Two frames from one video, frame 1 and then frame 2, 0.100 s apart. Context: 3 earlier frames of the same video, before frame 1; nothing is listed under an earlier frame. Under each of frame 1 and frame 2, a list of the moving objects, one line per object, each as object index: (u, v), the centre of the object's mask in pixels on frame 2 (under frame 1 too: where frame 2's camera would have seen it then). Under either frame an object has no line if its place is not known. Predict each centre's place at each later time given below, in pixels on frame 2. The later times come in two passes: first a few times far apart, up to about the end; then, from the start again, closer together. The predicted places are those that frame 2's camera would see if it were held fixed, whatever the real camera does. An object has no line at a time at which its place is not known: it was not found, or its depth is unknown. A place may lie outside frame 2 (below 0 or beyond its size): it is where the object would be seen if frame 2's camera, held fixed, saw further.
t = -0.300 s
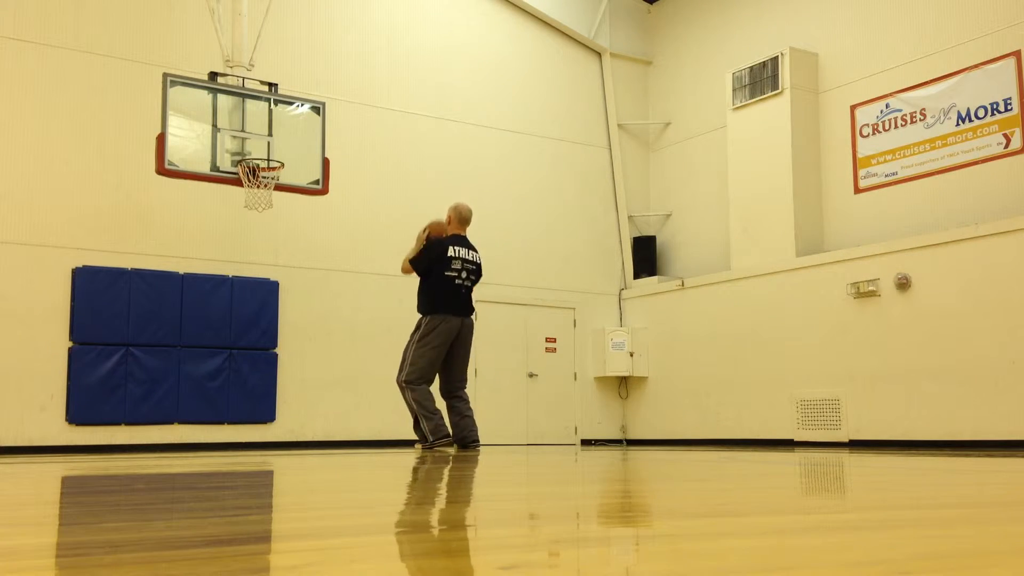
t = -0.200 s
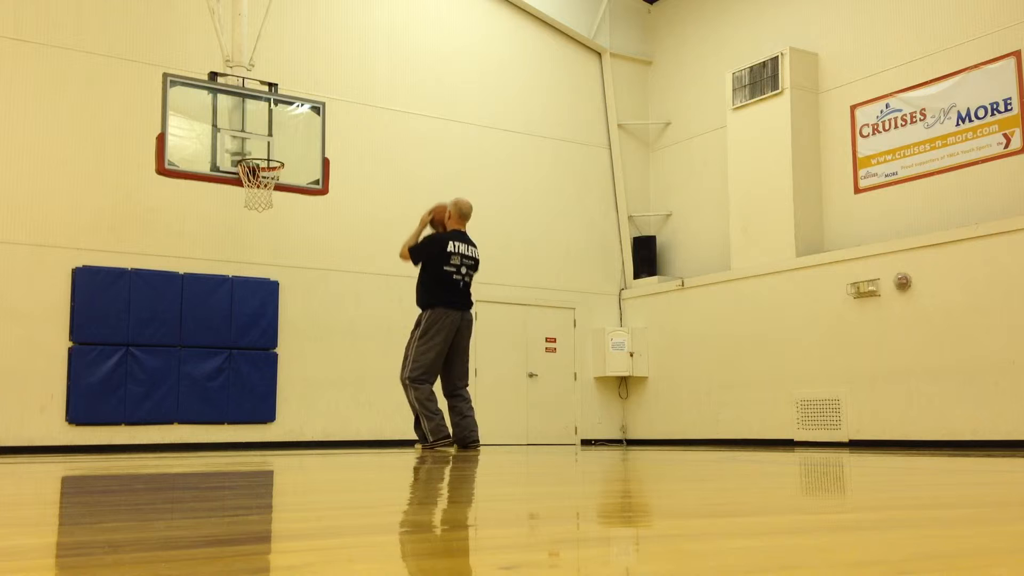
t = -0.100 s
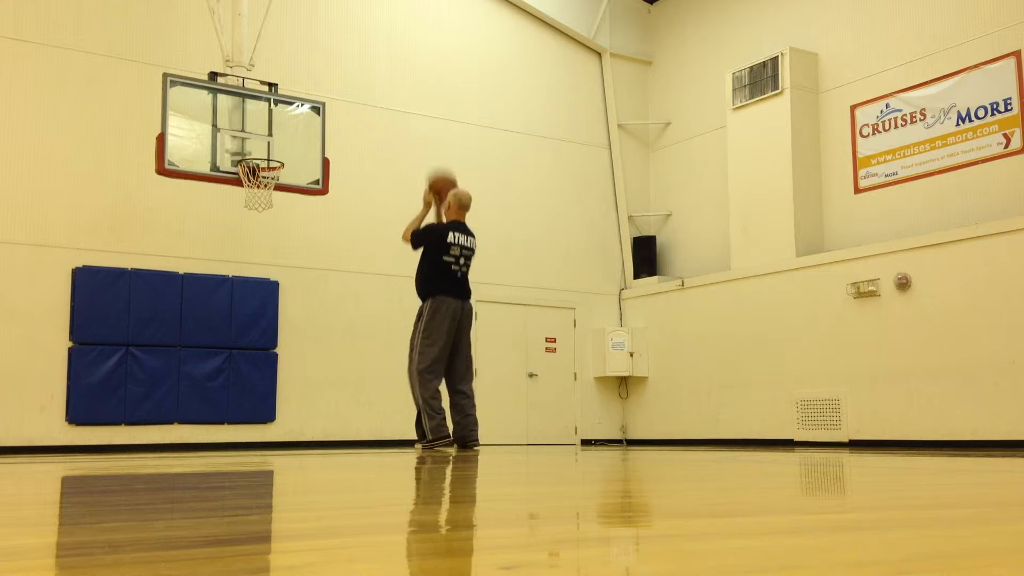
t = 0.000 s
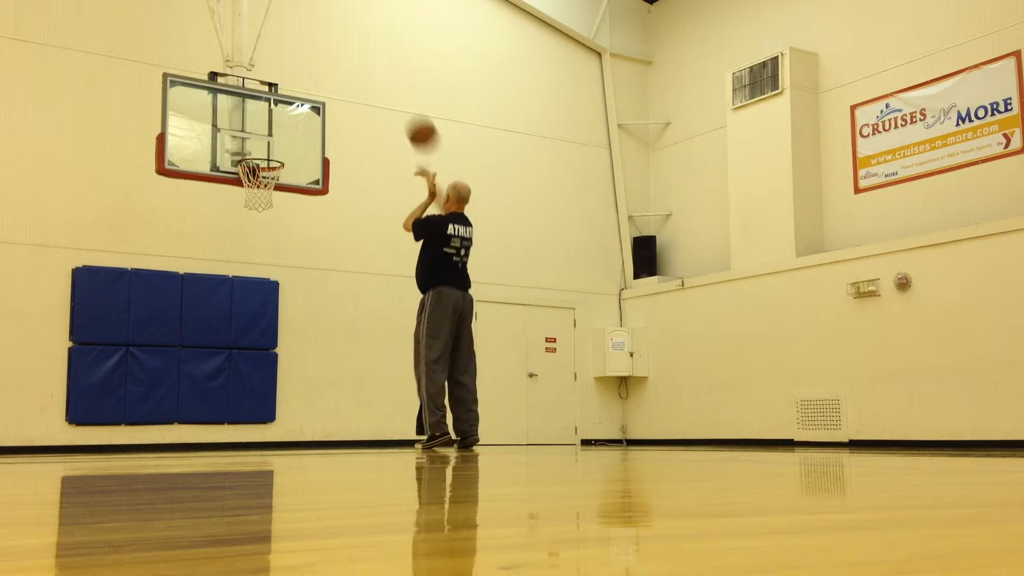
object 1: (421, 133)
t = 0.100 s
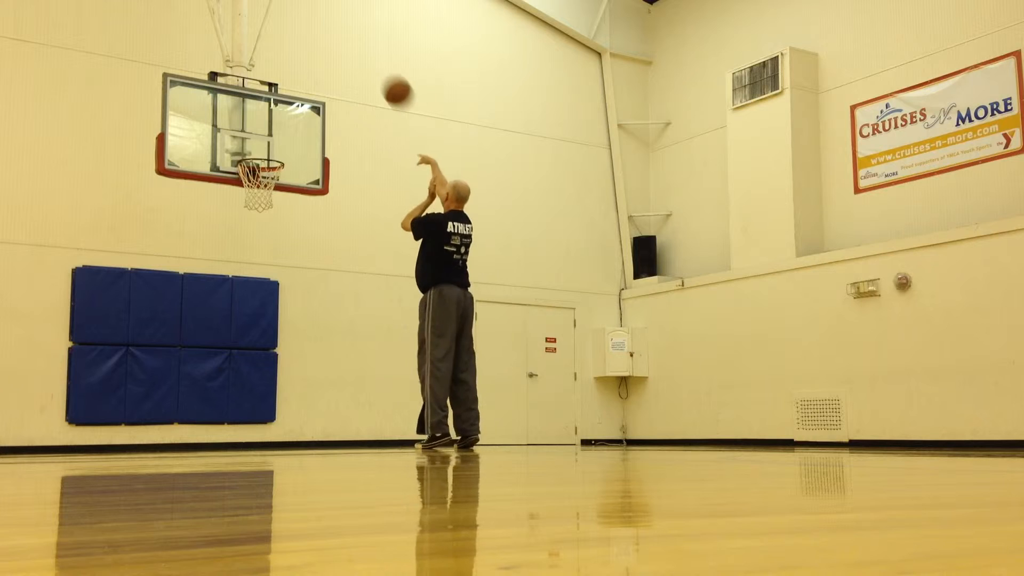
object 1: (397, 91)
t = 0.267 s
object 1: (360, 53)
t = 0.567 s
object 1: (305, 59)
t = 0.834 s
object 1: (265, 132)
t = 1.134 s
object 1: (252, 201)
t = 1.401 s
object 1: (261, 264)
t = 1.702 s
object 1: (267, 416)
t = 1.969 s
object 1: (281, 347)
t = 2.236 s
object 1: (294, 301)
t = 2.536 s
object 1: (307, 325)
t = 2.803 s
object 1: (316, 419)
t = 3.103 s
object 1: (326, 363)
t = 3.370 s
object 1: (334, 355)
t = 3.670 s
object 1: (342, 429)
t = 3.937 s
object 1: (350, 385)
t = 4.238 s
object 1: (357, 404)
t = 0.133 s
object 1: (389, 81)
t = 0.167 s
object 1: (382, 72)
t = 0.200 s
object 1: (375, 64)
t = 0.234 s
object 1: (367, 57)
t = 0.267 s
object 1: (360, 53)
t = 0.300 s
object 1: (354, 49)
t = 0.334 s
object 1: (347, 46)
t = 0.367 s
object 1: (340, 45)
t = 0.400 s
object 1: (334, 45)
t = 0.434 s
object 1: (328, 46)
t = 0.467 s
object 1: (322, 48)
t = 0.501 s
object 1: (317, 50)
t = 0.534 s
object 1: (311, 54)
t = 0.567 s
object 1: (305, 59)
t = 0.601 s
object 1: (300, 65)
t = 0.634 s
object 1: (295, 72)
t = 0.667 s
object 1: (290, 80)
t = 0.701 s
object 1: (285, 88)
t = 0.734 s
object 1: (280, 99)
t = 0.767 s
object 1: (275, 109)
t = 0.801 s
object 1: (270, 120)
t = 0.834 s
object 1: (265, 132)
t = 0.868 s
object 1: (261, 144)
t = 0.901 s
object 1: (255, 158)
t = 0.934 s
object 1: (250, 173)
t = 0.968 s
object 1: (247, 179)
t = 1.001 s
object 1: (247, 185)
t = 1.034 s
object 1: (249, 197)
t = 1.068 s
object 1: (249, 196)
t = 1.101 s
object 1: (250, 198)
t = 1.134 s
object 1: (252, 201)
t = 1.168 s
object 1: (253, 205)
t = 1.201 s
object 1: (254, 211)
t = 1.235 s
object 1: (255, 217)
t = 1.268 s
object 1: (257, 225)
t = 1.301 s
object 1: (258, 233)
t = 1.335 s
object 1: (259, 243)
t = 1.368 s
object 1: (260, 253)
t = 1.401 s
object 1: (261, 264)
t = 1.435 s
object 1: (262, 279)
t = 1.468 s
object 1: (263, 292)
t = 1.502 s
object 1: (264, 306)
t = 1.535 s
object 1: (265, 323)
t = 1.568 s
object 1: (266, 339)
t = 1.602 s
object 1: (267, 358)
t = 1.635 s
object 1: (267, 376)
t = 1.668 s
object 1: (267, 398)
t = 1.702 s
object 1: (267, 416)
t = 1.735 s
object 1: (269, 436)
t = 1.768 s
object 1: (270, 420)
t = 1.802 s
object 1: (272, 408)
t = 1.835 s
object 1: (274, 394)
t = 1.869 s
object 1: (275, 381)
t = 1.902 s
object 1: (277, 369)
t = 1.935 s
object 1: (279, 357)
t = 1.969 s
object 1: (281, 347)
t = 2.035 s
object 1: (285, 330)
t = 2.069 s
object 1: (286, 323)
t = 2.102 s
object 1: (288, 316)
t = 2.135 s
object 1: (289, 311)
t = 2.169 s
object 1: (291, 307)
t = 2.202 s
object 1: (293, 303)
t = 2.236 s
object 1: (294, 301)
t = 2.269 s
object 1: (296, 300)
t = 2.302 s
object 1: (297, 300)
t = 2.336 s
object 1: (298, 300)
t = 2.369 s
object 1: (300, 302)
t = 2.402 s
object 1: (301, 305)
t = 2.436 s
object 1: (302, 308)
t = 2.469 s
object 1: (304, 313)
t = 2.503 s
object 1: (305, 318)
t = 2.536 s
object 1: (307, 325)
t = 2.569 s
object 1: (308, 333)
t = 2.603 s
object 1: (309, 342)
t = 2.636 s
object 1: (310, 353)
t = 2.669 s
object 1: (311, 364)
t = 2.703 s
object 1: (313, 376)
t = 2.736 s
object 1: (314, 389)
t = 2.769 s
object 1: (315, 404)
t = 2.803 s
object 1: (316, 419)
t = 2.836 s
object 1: (317, 435)
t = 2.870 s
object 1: (318, 424)
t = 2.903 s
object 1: (319, 412)
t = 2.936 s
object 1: (321, 401)
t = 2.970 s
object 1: (322, 392)
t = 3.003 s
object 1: (323, 383)
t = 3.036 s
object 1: (324, 376)
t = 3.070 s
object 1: (325, 369)
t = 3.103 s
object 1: (326, 363)
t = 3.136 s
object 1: (327, 358)
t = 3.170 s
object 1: (328, 355)
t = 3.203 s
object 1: (329, 352)
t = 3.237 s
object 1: (330, 351)
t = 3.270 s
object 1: (332, 350)
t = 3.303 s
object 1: (333, 351)
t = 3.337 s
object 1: (333, 352)
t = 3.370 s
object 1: (334, 355)
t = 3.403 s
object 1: (335, 359)
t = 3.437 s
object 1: (336, 363)
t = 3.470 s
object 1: (337, 369)
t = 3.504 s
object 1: (338, 377)
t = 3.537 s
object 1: (339, 385)
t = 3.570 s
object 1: (340, 394)
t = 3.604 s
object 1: (340, 405)
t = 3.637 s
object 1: (341, 417)
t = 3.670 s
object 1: (342, 429)
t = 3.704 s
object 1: (343, 430)
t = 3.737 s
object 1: (344, 421)
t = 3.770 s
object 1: (345, 412)
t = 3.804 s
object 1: (346, 404)
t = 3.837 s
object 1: (347, 398)
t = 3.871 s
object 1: (348, 392)
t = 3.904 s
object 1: (349, 388)
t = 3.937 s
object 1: (350, 385)
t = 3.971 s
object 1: (351, 382)
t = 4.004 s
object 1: (352, 381)
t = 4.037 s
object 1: (352, 381)
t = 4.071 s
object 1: (353, 382)
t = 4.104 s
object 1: (354, 384)
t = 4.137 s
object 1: (355, 387)
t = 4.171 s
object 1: (356, 391)
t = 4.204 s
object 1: (357, 397)
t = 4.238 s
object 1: (357, 404)
